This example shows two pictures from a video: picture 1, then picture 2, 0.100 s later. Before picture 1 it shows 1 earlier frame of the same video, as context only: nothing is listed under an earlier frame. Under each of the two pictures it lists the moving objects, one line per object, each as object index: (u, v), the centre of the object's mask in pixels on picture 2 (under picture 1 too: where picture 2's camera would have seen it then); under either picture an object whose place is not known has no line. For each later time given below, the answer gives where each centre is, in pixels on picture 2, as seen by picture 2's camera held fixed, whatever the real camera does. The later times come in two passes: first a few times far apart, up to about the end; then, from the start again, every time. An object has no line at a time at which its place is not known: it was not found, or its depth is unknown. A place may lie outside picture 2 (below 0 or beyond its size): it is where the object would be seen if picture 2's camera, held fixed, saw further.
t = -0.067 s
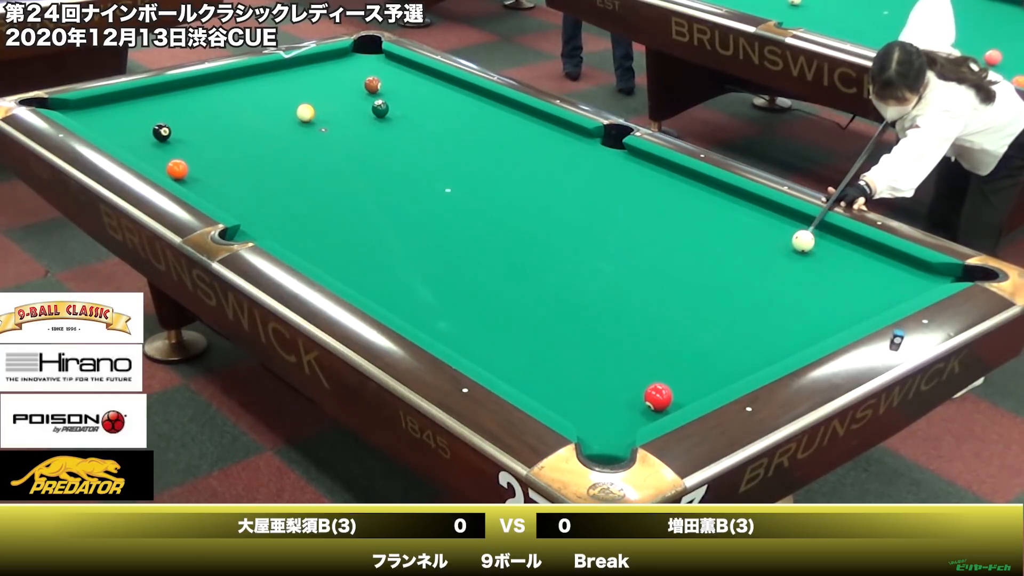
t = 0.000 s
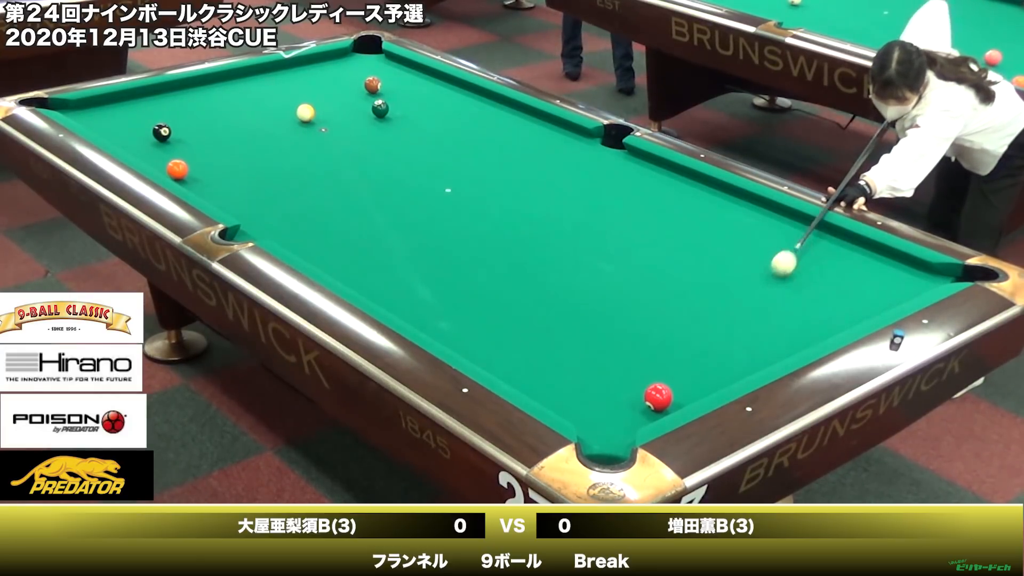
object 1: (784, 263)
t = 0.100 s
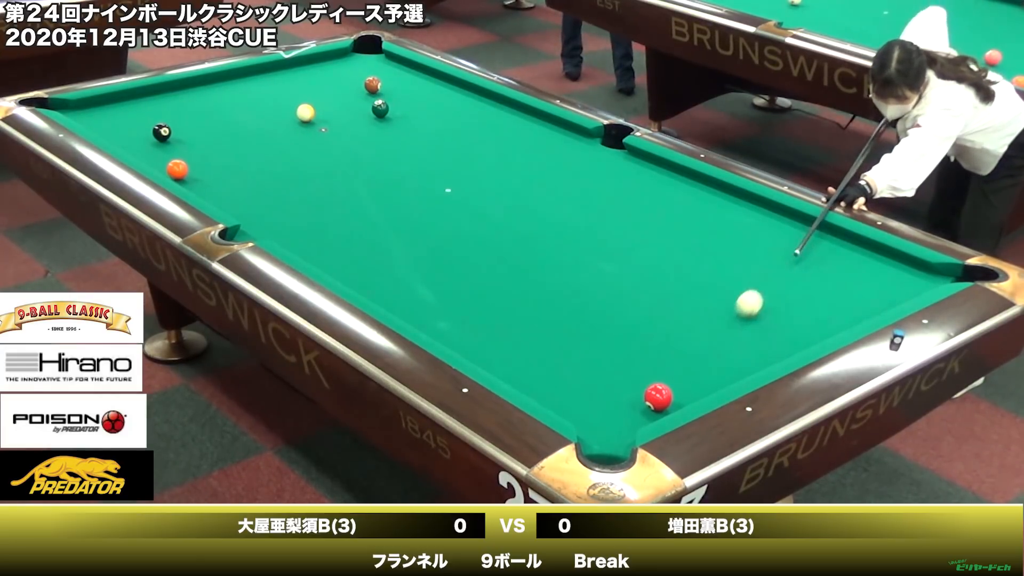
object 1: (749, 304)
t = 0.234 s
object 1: (700, 361)
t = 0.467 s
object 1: (667, 386)
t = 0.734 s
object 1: (607, 379)
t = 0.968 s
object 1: (557, 375)
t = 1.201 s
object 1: (509, 371)
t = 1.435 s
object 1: (491, 360)
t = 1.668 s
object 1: (488, 348)
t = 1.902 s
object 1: (485, 337)
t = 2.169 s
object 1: (481, 325)
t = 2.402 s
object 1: (479, 316)
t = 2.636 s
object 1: (476, 308)
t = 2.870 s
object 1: (473, 301)
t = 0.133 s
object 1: (738, 317)
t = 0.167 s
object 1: (726, 331)
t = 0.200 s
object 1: (713, 346)
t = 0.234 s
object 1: (700, 361)
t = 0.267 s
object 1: (687, 376)
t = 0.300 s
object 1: (679, 389)
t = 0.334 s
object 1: (687, 394)
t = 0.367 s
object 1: (688, 394)
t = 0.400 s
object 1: (681, 392)
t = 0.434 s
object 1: (674, 389)
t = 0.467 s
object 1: (667, 386)
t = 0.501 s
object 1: (660, 385)
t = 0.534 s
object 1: (652, 383)
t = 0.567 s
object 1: (645, 382)
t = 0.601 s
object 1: (637, 382)
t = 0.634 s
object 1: (630, 381)
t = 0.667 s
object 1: (622, 380)
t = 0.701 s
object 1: (615, 380)
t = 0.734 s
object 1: (607, 379)
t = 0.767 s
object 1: (600, 379)
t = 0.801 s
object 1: (593, 378)
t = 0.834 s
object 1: (585, 377)
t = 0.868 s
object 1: (578, 377)
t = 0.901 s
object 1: (571, 376)
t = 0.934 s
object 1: (564, 376)
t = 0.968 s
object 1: (557, 375)
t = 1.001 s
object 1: (550, 375)
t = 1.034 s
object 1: (543, 374)
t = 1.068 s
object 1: (536, 373)
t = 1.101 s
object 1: (529, 373)
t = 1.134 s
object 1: (522, 372)
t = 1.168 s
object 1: (515, 372)
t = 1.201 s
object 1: (509, 371)
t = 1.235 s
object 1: (503, 370)
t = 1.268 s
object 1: (496, 368)
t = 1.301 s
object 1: (494, 366)
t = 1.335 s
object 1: (493, 365)
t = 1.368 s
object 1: (492, 363)
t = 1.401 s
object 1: (492, 362)
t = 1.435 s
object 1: (491, 360)
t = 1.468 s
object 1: (490, 359)
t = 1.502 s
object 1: (489, 357)
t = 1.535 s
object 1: (489, 355)
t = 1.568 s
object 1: (488, 353)
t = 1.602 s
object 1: (488, 352)
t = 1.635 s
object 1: (488, 350)
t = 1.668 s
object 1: (488, 348)
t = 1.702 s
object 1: (487, 346)
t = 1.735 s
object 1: (487, 345)
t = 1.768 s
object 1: (486, 343)
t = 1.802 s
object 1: (486, 341)
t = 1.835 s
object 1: (486, 340)
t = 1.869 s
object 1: (485, 338)
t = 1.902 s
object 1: (485, 337)
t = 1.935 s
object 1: (484, 335)
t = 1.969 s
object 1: (484, 334)
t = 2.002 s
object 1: (483, 332)
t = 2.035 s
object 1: (483, 331)
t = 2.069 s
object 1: (482, 329)
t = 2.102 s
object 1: (482, 328)
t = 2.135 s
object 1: (482, 326)
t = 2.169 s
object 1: (481, 325)
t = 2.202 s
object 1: (481, 324)
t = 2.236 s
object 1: (480, 322)
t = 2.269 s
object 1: (480, 321)
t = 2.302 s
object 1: (480, 320)
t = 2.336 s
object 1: (479, 318)
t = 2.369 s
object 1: (479, 317)
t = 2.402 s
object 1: (479, 316)
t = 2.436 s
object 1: (478, 315)
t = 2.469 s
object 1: (478, 314)
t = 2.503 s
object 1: (477, 312)
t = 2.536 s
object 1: (477, 311)
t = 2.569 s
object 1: (477, 310)
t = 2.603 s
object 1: (476, 309)
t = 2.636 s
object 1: (476, 308)
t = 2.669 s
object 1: (475, 307)
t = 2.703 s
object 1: (475, 306)
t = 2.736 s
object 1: (475, 305)
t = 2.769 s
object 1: (474, 304)
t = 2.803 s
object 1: (474, 303)
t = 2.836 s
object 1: (474, 302)
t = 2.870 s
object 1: (473, 301)
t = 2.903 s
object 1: (473, 300)
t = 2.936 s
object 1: (473, 299)
